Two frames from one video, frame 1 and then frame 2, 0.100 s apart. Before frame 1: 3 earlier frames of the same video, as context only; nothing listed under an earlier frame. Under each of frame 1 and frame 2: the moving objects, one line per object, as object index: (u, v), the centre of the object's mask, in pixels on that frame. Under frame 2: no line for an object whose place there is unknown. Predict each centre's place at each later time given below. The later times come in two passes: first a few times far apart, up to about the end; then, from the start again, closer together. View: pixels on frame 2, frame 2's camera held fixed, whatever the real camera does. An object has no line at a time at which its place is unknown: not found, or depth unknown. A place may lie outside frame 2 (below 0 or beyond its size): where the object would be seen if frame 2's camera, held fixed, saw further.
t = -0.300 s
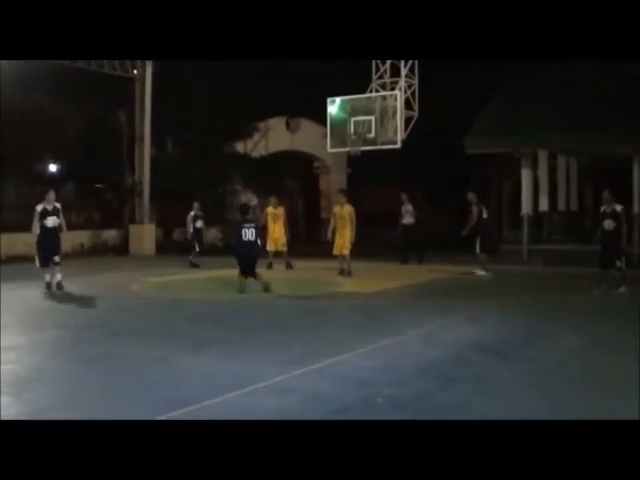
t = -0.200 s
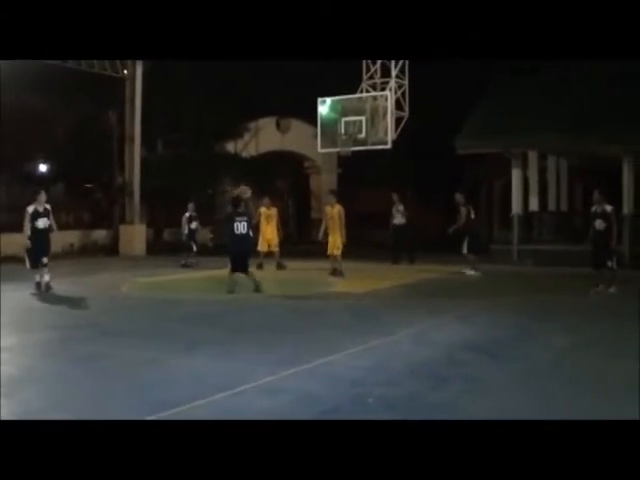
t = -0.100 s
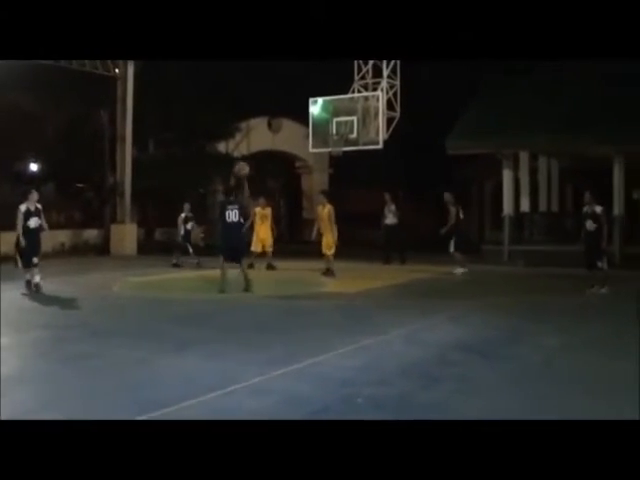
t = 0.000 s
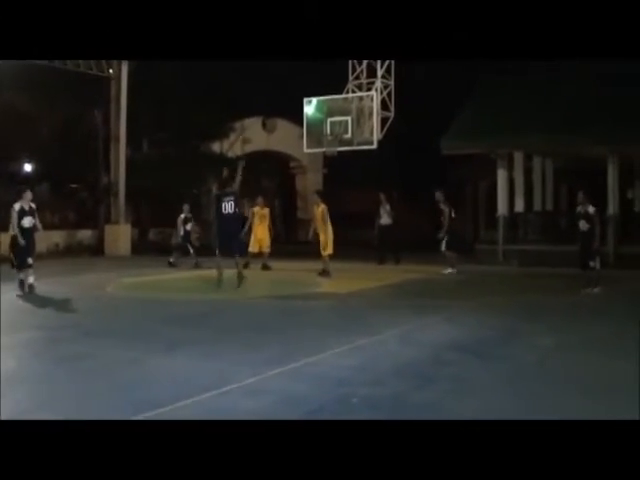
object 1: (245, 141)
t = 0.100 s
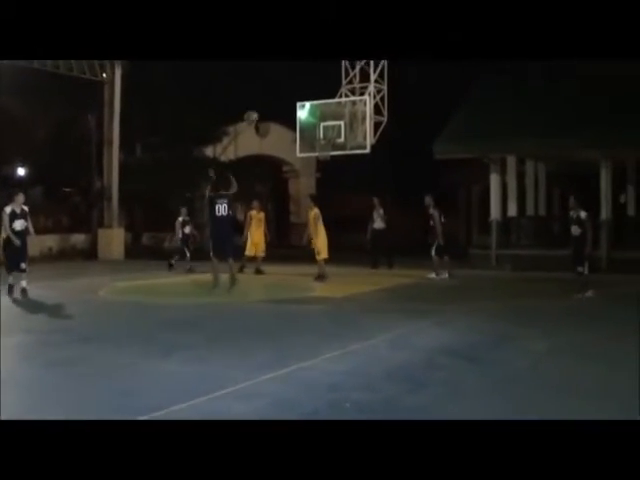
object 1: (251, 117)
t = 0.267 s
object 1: (267, 92)
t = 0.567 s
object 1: (292, 87)
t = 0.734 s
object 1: (303, 101)
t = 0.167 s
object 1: (257, 104)
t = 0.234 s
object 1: (264, 96)
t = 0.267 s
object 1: (267, 92)
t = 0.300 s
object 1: (270, 89)
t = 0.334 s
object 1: (273, 87)
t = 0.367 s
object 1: (276, 86)
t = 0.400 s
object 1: (279, 84)
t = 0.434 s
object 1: (282, 84)
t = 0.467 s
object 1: (284, 84)
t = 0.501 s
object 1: (287, 84)
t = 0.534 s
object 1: (290, 86)
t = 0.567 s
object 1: (292, 87)
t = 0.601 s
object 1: (294, 89)
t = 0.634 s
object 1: (297, 92)
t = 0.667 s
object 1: (299, 95)
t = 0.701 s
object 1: (301, 97)
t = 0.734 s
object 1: (303, 101)
